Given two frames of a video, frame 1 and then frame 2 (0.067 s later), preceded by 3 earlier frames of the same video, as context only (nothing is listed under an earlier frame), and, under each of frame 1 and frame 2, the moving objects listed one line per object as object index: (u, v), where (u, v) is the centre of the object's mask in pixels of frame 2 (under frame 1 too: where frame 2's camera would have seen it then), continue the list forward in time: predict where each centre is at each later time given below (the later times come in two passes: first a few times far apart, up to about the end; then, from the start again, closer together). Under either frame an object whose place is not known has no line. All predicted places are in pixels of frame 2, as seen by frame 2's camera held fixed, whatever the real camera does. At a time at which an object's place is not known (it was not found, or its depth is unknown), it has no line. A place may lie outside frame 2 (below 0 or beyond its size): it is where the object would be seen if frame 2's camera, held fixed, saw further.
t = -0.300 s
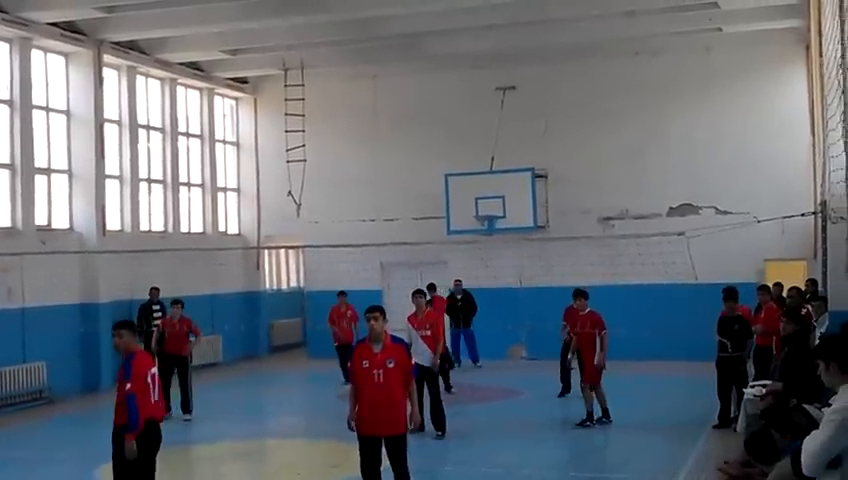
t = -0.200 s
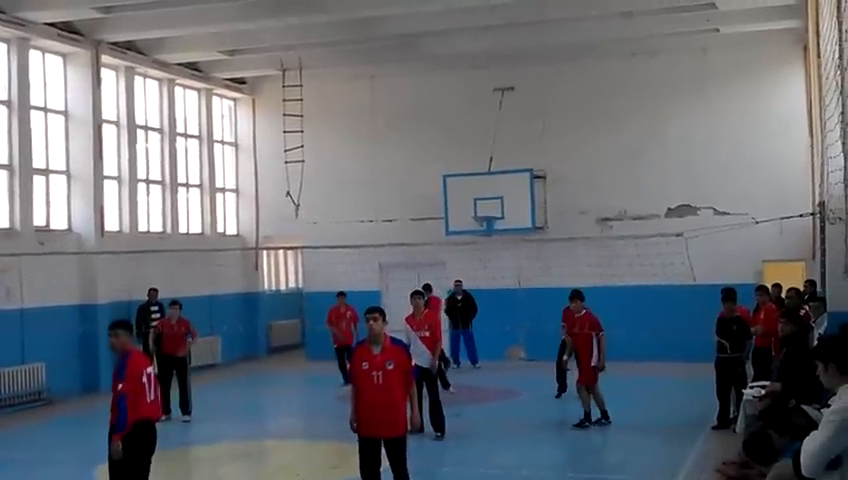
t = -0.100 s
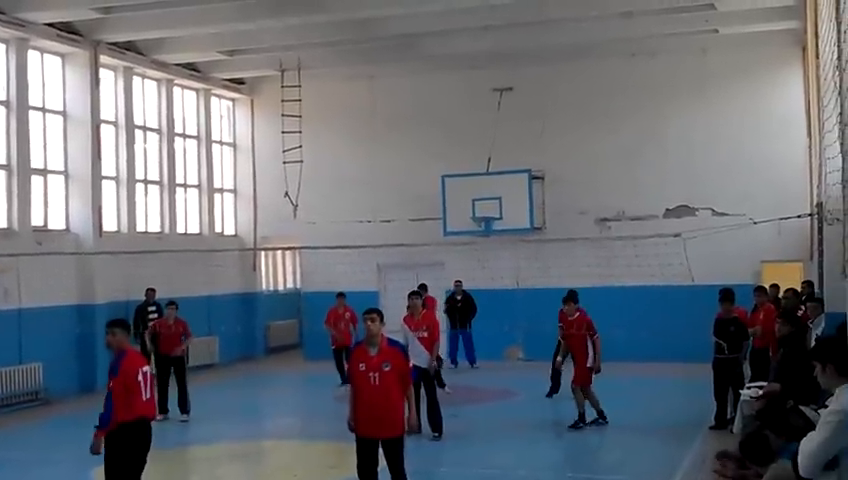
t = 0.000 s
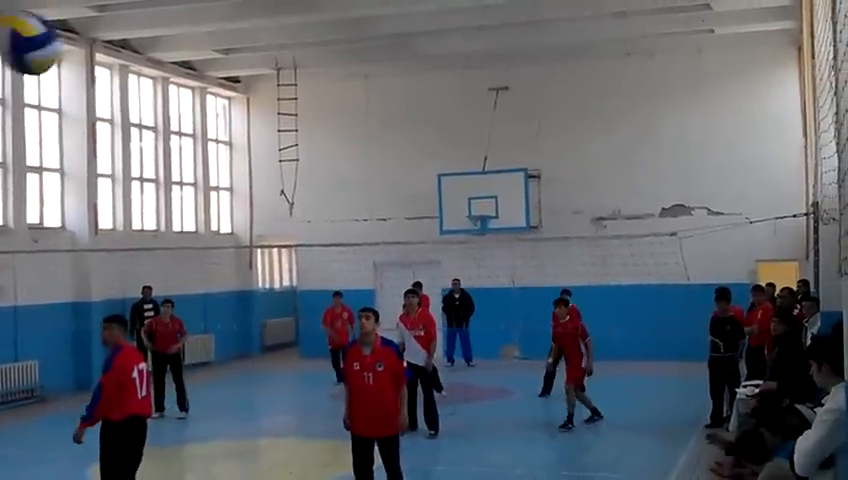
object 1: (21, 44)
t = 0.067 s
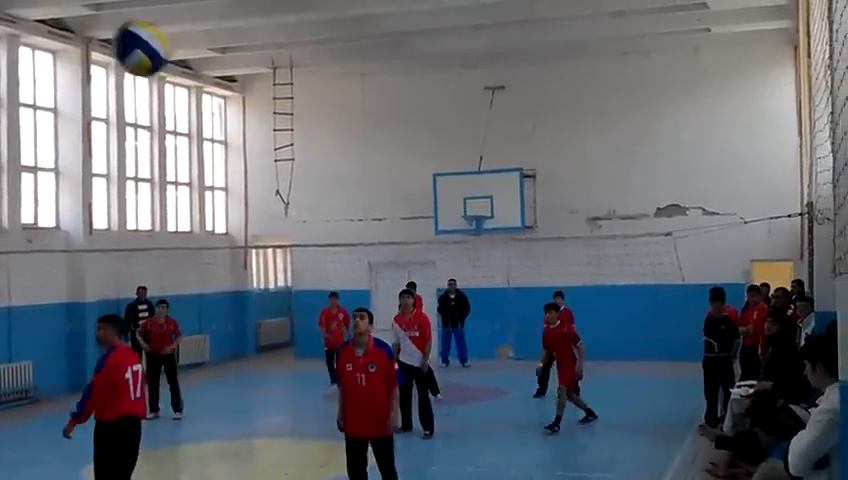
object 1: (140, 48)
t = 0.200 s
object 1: (293, 81)
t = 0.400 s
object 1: (425, 154)
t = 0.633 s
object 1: (515, 255)
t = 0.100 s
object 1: (184, 55)
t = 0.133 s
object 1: (229, 62)
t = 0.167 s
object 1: (263, 71)
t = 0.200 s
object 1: (293, 81)
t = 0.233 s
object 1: (322, 91)
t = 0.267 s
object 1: (346, 103)
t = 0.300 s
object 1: (369, 115)
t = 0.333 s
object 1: (388, 127)
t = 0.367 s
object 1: (408, 141)
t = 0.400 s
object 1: (425, 154)
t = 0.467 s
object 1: (455, 182)
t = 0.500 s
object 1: (469, 197)
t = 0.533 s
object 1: (481, 211)
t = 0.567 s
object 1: (493, 225)
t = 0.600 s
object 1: (505, 240)
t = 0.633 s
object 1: (515, 255)
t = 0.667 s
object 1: (523, 271)
